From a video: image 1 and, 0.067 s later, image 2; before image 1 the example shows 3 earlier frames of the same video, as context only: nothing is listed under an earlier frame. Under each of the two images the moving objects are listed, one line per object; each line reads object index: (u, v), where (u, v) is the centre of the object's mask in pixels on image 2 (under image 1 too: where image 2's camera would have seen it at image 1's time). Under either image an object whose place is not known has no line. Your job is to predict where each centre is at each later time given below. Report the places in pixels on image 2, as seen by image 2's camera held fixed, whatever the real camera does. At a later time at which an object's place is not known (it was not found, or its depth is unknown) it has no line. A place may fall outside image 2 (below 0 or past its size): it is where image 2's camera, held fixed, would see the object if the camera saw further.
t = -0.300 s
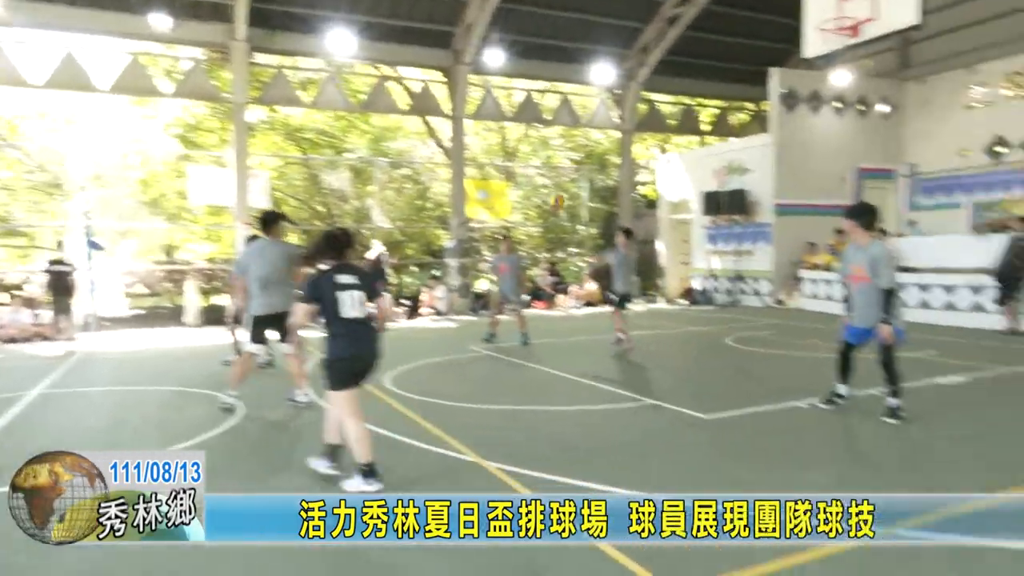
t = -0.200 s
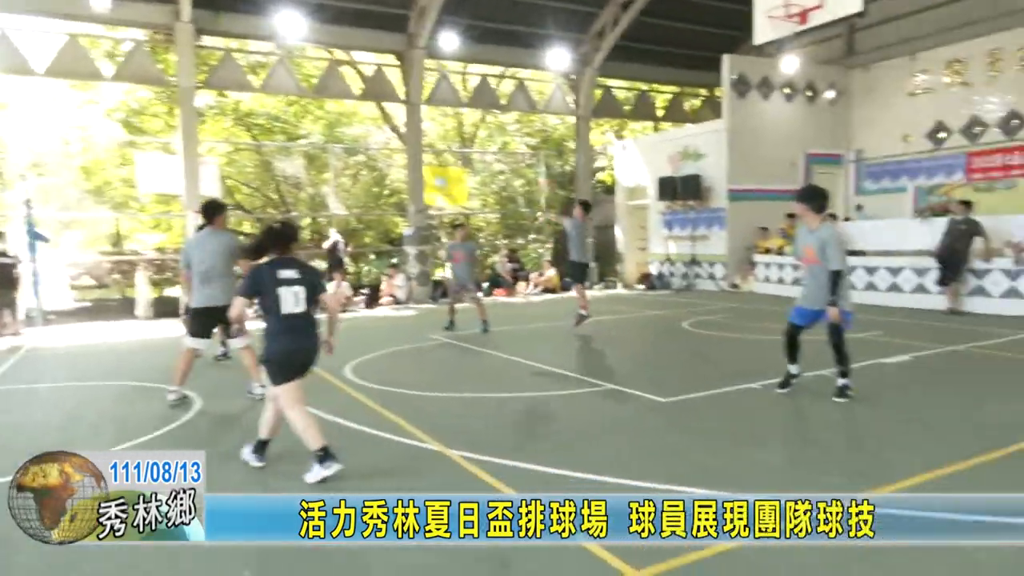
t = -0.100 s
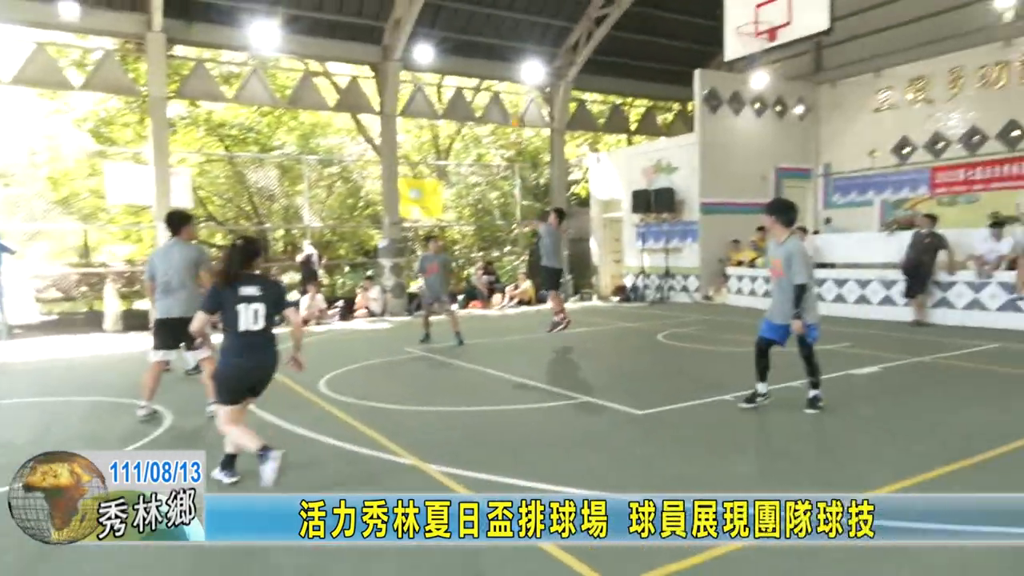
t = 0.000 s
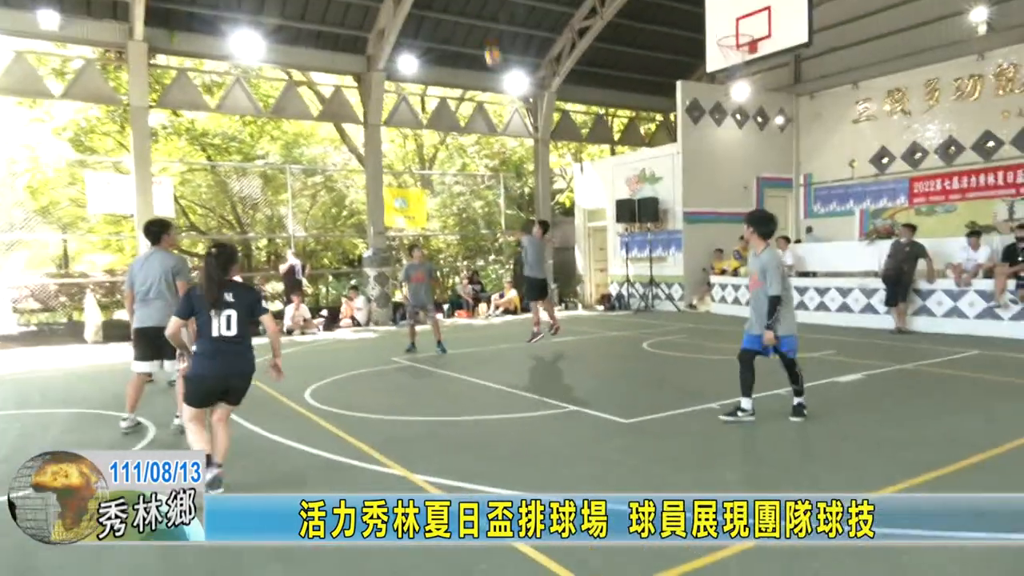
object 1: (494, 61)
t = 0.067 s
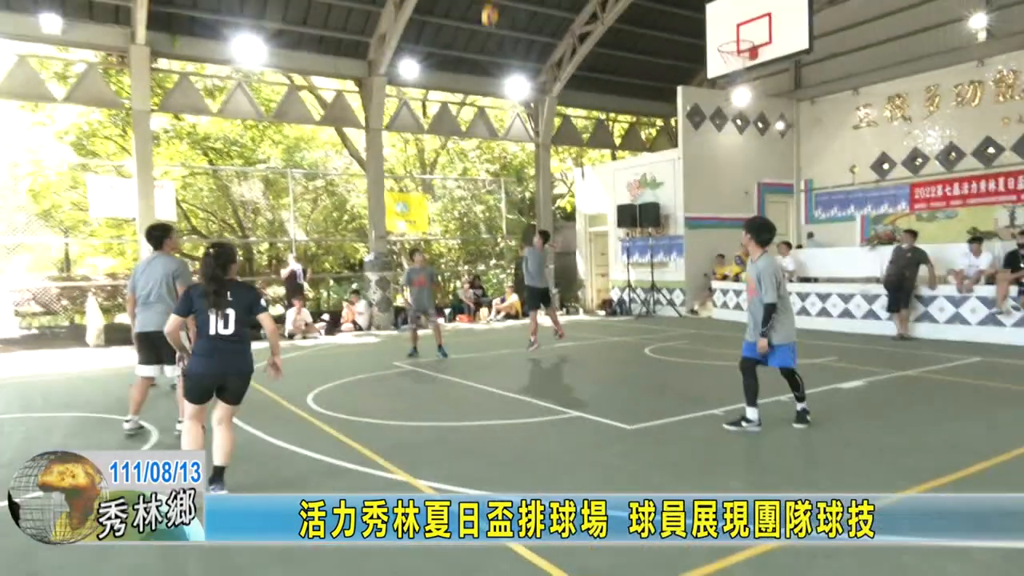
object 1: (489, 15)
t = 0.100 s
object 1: (486, -1)
